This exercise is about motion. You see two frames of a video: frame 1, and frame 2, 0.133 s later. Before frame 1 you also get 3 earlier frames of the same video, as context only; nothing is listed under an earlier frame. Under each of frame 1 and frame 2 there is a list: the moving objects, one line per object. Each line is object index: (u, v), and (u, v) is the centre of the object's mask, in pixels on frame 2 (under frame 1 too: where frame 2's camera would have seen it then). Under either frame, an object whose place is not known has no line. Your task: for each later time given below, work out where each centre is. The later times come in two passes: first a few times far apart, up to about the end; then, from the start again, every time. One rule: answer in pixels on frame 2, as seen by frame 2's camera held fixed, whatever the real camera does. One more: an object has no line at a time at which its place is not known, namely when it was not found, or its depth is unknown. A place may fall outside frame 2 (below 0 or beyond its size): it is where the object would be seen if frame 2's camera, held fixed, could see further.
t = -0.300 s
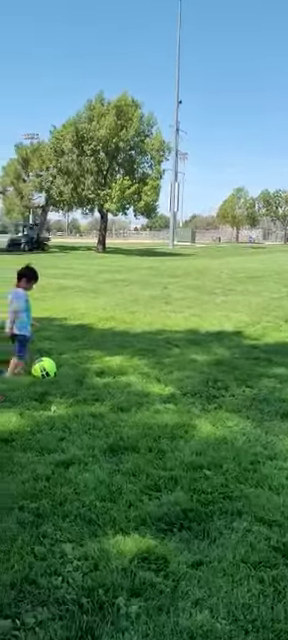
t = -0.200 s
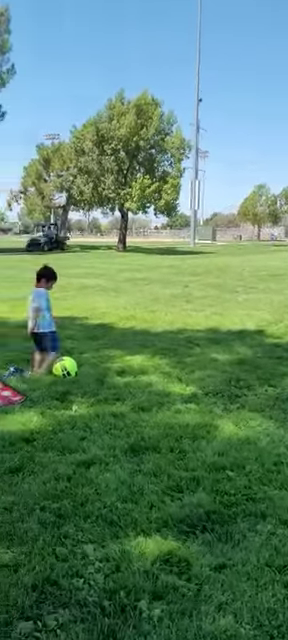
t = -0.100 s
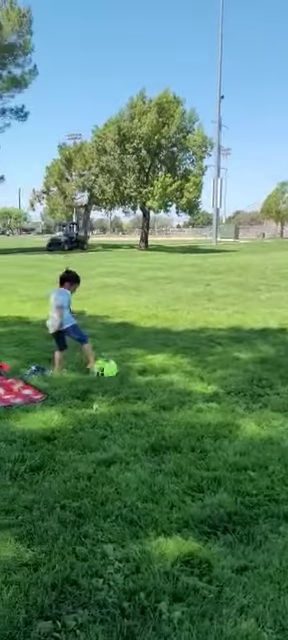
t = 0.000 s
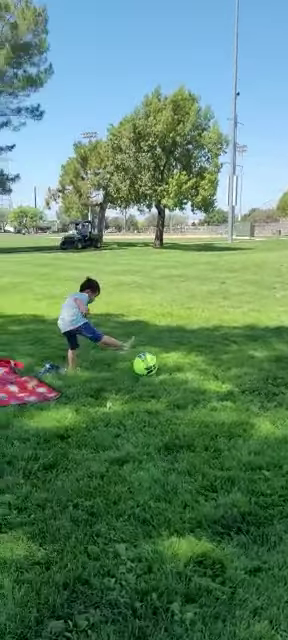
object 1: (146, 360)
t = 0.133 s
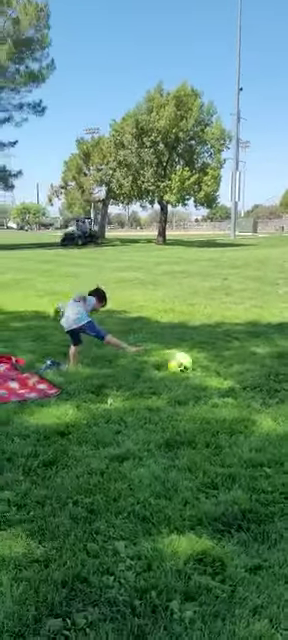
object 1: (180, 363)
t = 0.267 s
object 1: (210, 363)
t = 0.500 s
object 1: (260, 366)
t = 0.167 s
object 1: (188, 364)
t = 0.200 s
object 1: (196, 364)
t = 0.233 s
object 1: (204, 362)
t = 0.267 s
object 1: (210, 363)
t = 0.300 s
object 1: (217, 362)
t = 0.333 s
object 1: (223, 363)
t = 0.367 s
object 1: (231, 365)
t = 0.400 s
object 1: (238, 367)
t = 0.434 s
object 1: (245, 367)
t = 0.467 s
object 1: (253, 366)
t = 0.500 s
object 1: (260, 366)
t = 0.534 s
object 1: (267, 366)
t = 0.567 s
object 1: (272, 367)
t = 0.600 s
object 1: (278, 367)
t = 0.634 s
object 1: (283, 366)
